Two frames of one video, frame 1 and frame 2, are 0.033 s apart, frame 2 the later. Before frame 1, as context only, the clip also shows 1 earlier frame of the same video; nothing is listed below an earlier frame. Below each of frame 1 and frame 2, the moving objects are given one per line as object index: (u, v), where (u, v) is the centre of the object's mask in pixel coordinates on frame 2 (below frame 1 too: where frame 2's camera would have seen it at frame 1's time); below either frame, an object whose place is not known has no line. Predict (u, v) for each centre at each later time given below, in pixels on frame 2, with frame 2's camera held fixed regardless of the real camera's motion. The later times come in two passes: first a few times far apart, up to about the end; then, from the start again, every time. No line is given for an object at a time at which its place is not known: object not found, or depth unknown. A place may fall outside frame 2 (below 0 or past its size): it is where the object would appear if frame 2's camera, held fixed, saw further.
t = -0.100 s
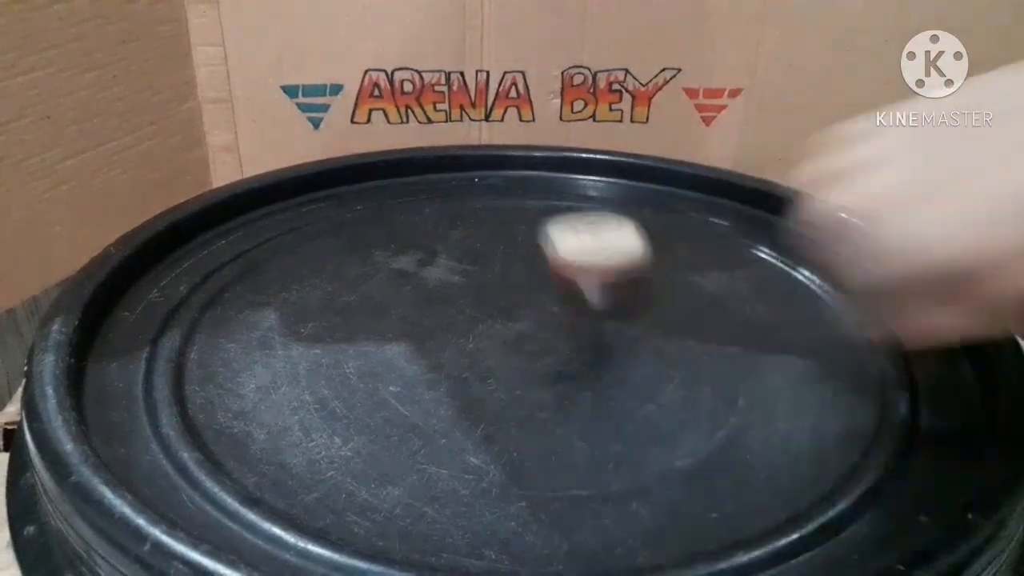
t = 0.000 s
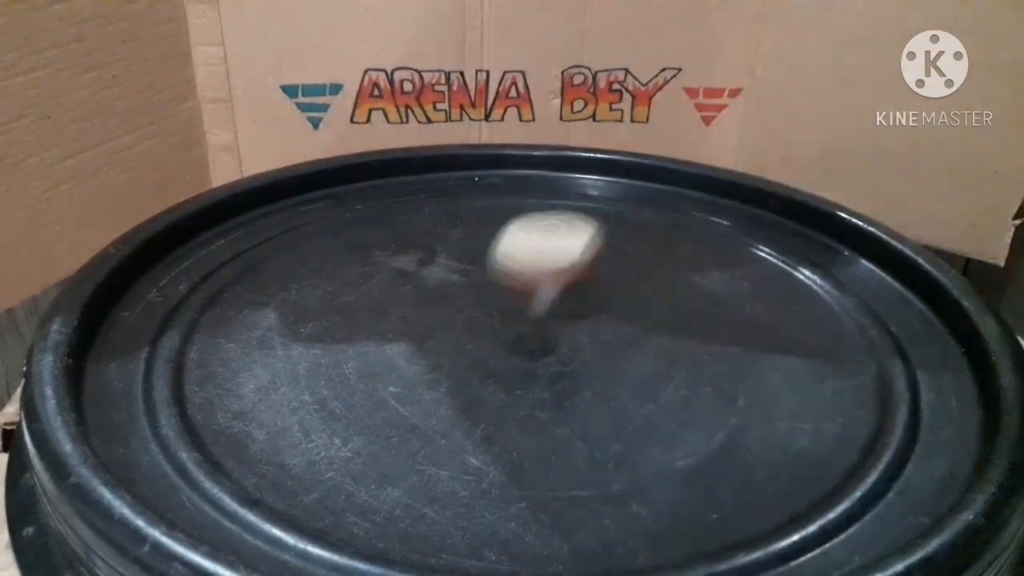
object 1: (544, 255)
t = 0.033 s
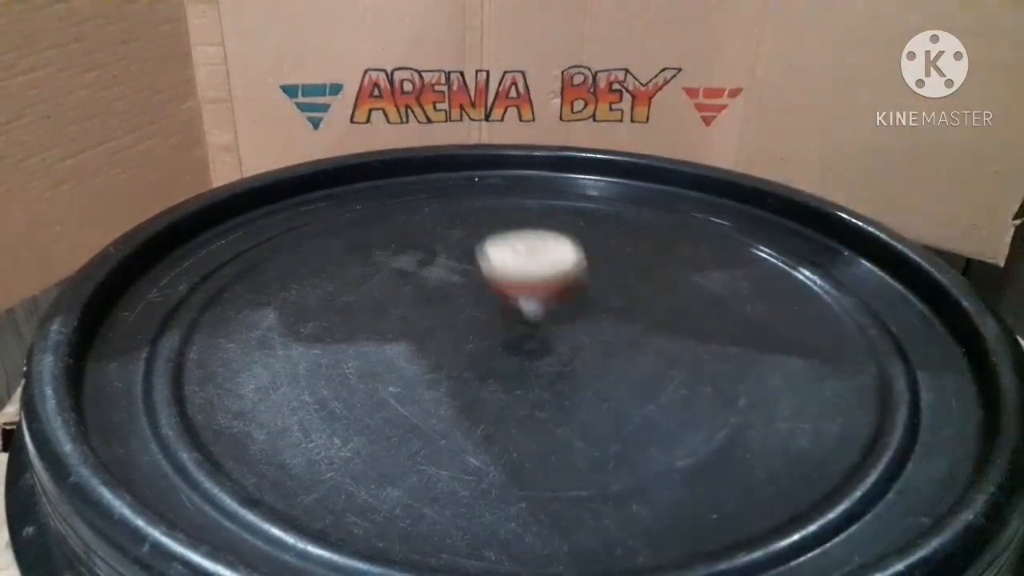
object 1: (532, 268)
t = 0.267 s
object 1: (457, 283)
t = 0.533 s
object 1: (312, 317)
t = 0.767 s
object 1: (263, 404)
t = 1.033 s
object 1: (501, 445)
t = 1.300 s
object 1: (540, 349)
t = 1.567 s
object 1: (512, 275)
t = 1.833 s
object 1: (448, 230)
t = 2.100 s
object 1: (362, 236)
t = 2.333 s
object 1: (372, 266)
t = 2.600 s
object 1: (455, 279)
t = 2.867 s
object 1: (550, 279)
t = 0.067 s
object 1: (522, 260)
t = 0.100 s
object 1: (513, 269)
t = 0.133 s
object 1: (504, 272)
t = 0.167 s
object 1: (493, 275)
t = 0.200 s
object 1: (481, 277)
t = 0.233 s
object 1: (469, 281)
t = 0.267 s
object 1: (457, 283)
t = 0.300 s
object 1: (444, 285)
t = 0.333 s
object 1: (430, 288)
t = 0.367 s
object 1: (412, 291)
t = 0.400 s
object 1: (394, 294)
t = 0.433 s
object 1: (373, 298)
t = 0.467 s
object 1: (350, 304)
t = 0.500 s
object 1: (331, 309)
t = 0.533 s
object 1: (312, 317)
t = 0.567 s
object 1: (294, 325)
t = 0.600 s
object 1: (278, 335)
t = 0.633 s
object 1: (266, 346)
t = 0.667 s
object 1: (258, 358)
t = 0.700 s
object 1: (253, 372)
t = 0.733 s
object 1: (254, 388)
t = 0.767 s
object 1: (263, 404)
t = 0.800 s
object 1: (280, 421)
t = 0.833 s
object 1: (304, 436)
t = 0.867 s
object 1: (334, 448)
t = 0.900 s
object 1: (371, 457)
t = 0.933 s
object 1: (408, 461)
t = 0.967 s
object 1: (444, 461)
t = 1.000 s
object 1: (475, 454)
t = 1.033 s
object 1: (501, 445)
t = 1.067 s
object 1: (522, 434)
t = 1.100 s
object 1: (536, 422)
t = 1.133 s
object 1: (543, 409)
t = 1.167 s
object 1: (545, 397)
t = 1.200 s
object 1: (545, 385)
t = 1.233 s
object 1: (543, 372)
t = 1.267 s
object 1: (541, 360)
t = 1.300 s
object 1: (540, 349)
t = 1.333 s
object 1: (537, 338)
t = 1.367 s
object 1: (535, 328)
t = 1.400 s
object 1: (532, 318)
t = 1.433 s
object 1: (529, 309)
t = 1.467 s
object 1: (526, 300)
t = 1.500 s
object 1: (521, 291)
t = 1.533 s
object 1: (517, 283)
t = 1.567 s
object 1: (512, 275)
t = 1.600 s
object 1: (507, 268)
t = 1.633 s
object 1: (501, 261)
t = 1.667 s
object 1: (495, 255)
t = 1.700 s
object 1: (487, 249)
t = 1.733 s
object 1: (478, 243)
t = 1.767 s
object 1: (468, 238)
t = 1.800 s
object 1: (459, 234)
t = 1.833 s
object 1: (448, 230)
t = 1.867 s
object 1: (437, 226)
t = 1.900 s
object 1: (426, 224)
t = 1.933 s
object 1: (414, 223)
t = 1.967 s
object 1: (402, 223)
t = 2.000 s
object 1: (390, 224)
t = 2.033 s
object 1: (379, 226)
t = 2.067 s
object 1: (370, 230)
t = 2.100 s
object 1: (362, 236)
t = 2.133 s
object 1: (358, 242)
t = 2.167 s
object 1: (356, 247)
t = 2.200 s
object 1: (357, 253)
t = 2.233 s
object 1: (360, 258)
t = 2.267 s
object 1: (363, 261)
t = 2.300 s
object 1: (367, 264)
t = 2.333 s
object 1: (372, 266)
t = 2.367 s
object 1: (380, 268)
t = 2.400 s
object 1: (389, 270)
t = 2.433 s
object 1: (399, 272)
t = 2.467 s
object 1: (410, 274)
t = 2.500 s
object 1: (421, 275)
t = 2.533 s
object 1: (432, 276)
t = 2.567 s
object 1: (443, 277)
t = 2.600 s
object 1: (455, 279)
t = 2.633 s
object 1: (467, 280)
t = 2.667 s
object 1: (479, 281)
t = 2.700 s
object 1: (490, 282)
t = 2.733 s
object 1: (503, 282)
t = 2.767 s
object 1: (515, 281)
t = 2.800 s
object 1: (527, 281)
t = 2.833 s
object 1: (538, 280)
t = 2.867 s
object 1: (550, 279)
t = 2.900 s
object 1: (562, 278)
